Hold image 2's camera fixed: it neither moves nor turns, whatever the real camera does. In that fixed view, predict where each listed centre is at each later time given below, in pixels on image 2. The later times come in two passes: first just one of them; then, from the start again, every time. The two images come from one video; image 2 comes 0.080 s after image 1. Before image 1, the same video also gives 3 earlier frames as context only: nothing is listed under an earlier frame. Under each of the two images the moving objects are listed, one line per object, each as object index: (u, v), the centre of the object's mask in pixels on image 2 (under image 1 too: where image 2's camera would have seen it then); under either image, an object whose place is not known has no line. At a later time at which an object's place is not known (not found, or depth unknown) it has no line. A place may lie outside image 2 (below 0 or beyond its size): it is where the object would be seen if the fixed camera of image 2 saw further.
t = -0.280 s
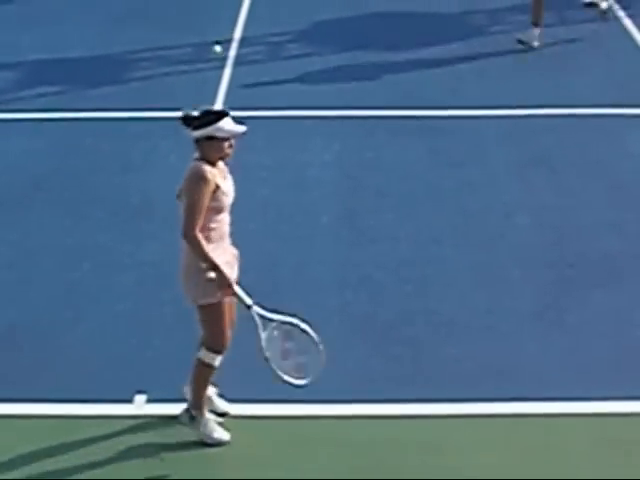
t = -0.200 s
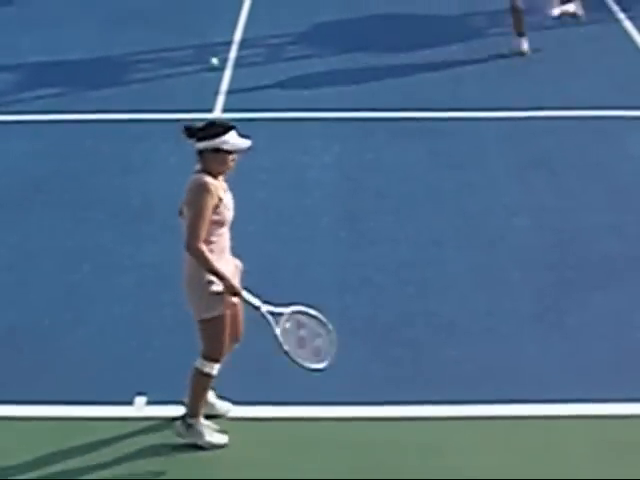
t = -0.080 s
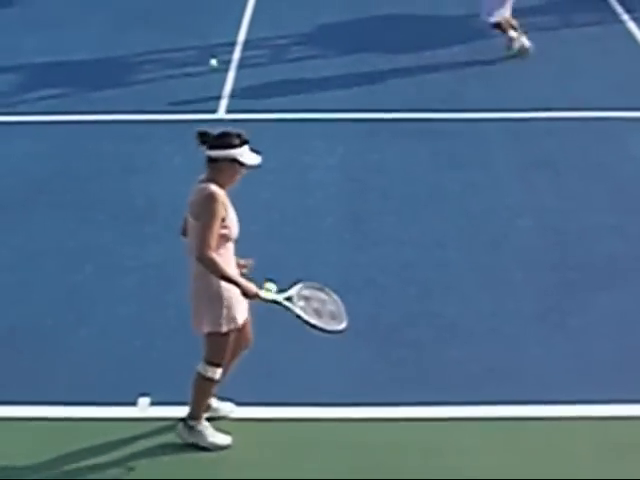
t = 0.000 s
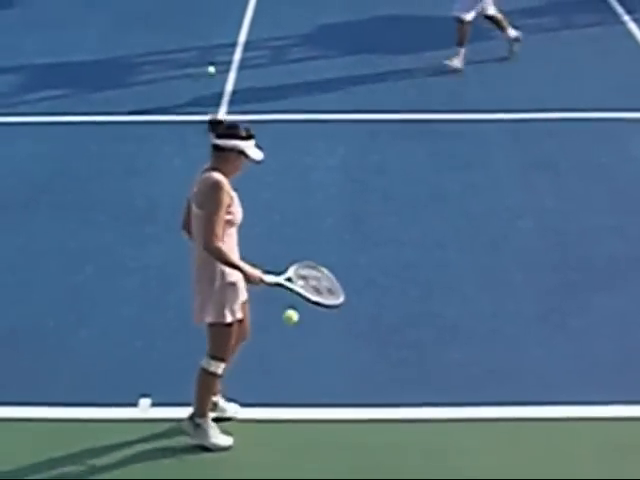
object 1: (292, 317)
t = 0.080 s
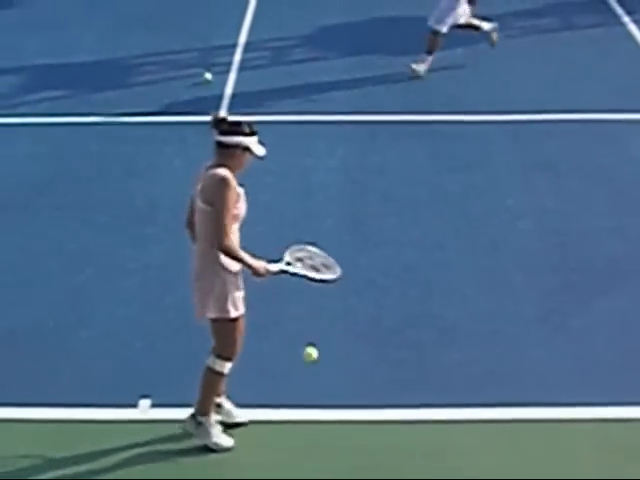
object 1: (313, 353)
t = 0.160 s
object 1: (328, 389)
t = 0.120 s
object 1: (321, 375)
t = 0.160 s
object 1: (328, 389)
